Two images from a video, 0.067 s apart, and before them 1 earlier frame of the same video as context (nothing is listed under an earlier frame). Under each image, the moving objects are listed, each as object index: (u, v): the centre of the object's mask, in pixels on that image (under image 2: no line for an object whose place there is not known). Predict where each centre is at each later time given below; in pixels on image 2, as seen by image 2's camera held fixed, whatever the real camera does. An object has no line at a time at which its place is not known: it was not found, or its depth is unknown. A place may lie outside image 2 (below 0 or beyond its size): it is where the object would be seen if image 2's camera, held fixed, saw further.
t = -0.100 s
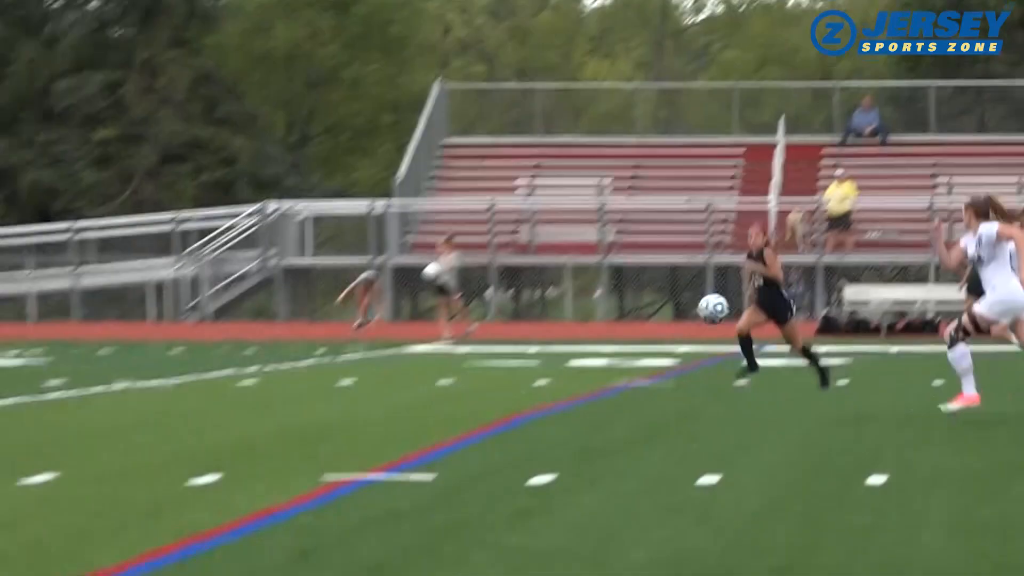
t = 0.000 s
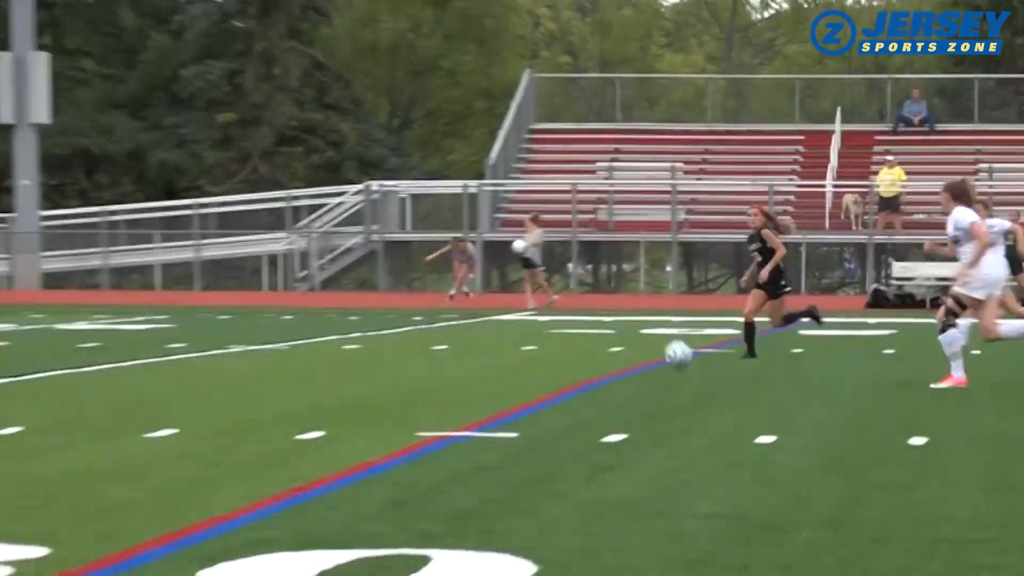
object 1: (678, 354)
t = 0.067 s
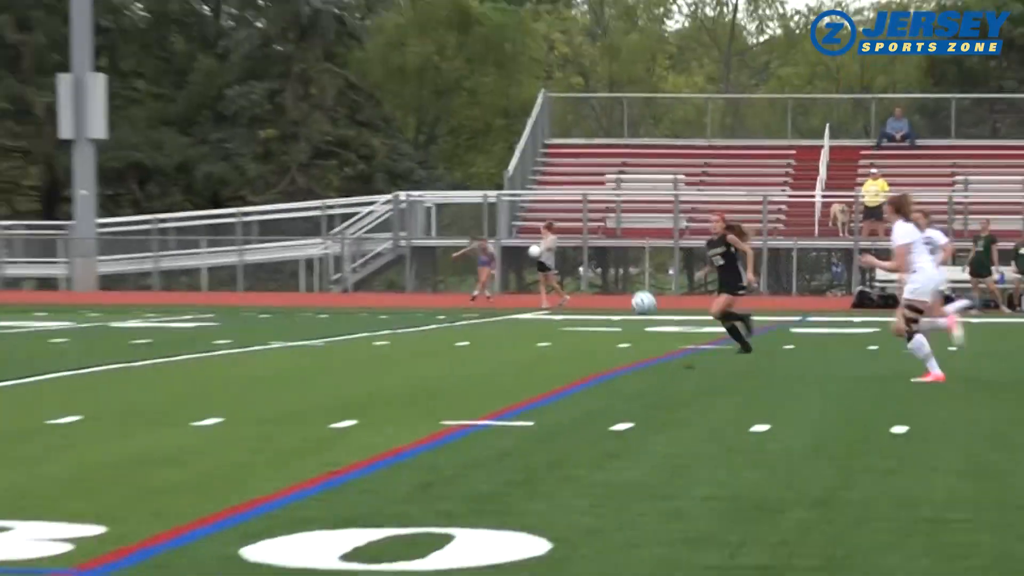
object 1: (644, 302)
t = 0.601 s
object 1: (367, 123)
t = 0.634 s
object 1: (352, 122)
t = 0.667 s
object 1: (336, 121)
